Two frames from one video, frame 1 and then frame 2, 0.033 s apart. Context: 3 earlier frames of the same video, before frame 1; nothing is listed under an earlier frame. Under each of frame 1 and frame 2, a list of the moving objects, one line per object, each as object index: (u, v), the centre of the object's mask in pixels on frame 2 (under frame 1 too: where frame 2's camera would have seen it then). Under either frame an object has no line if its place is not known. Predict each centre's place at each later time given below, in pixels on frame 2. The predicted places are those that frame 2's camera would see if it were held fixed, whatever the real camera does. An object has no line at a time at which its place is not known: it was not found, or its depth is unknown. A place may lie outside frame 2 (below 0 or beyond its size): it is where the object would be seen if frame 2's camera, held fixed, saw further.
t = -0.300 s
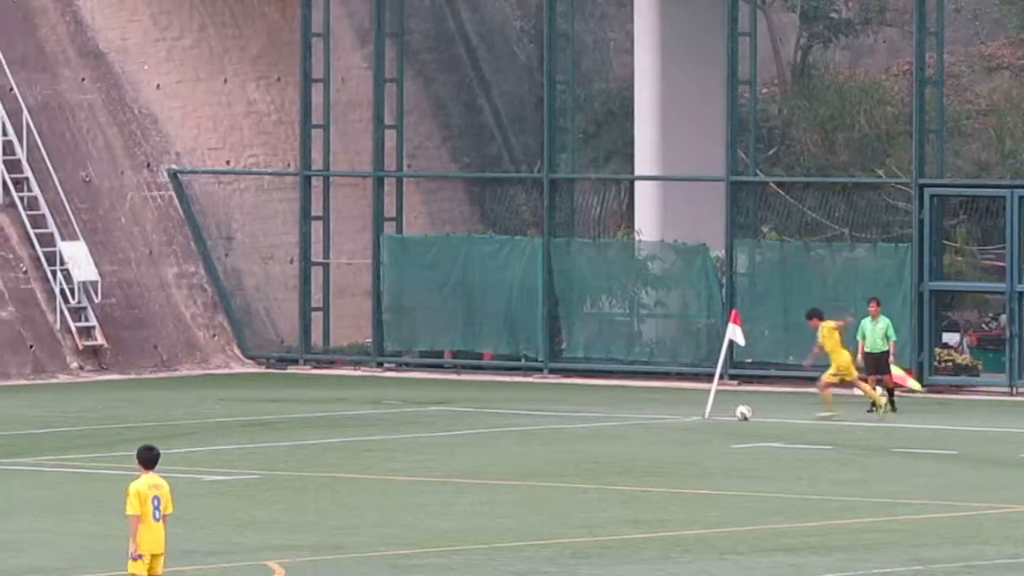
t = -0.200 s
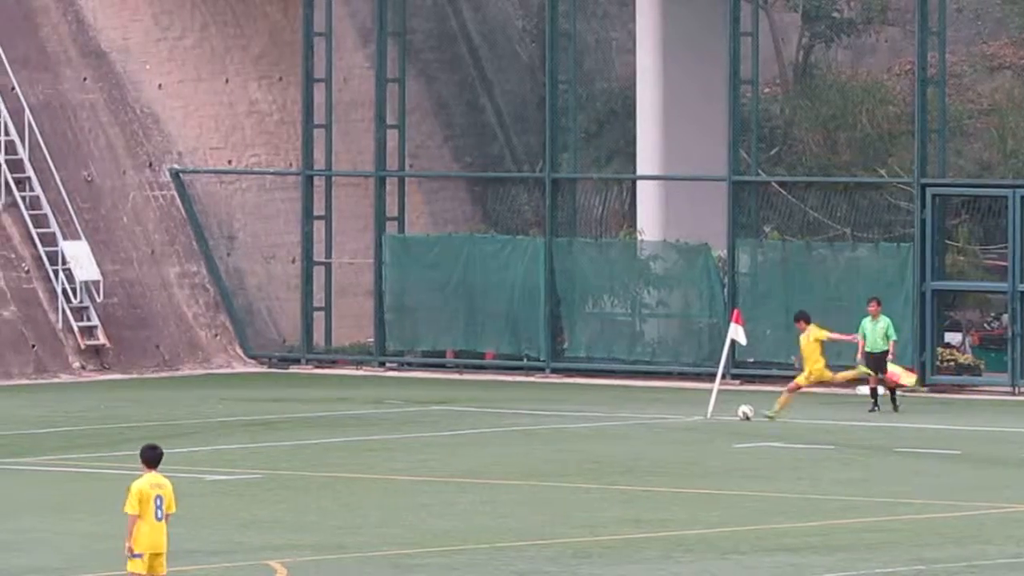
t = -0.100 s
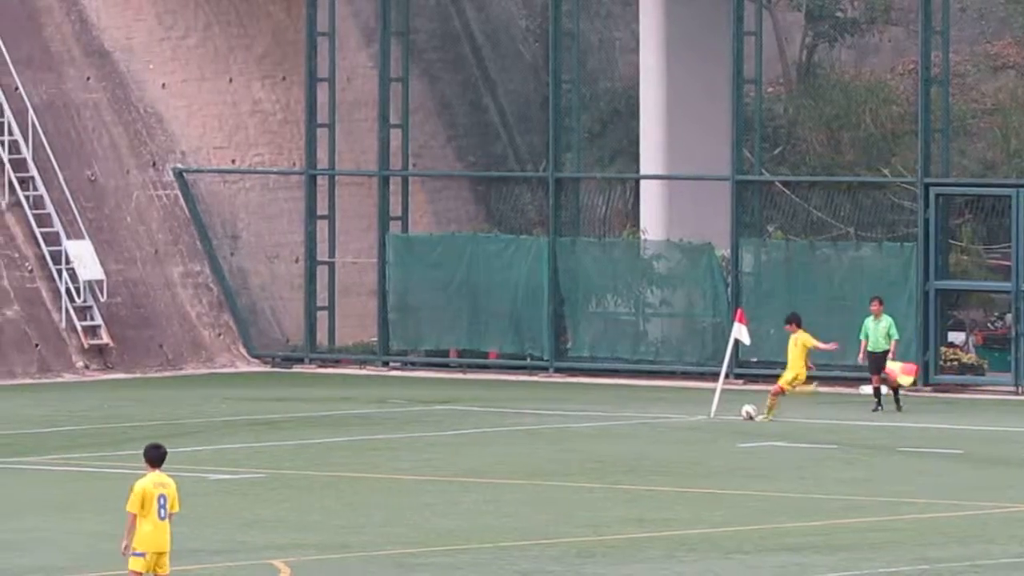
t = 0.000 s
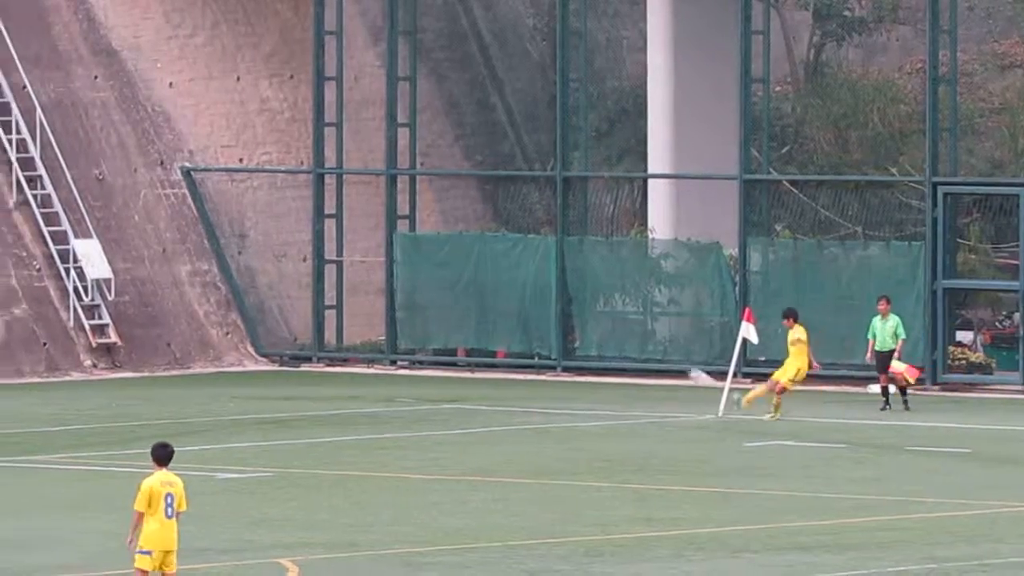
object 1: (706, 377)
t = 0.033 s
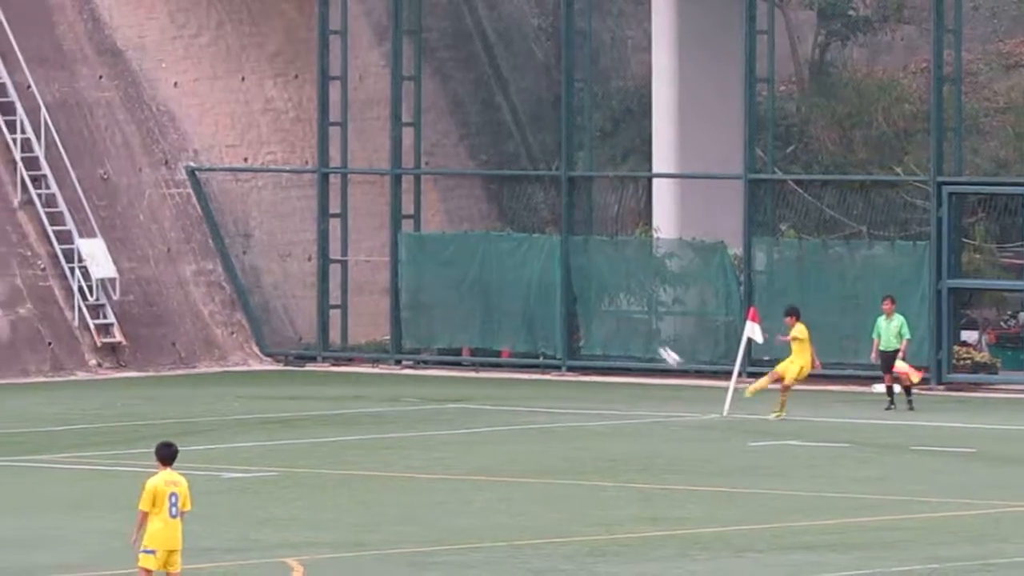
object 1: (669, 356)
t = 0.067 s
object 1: (634, 337)
